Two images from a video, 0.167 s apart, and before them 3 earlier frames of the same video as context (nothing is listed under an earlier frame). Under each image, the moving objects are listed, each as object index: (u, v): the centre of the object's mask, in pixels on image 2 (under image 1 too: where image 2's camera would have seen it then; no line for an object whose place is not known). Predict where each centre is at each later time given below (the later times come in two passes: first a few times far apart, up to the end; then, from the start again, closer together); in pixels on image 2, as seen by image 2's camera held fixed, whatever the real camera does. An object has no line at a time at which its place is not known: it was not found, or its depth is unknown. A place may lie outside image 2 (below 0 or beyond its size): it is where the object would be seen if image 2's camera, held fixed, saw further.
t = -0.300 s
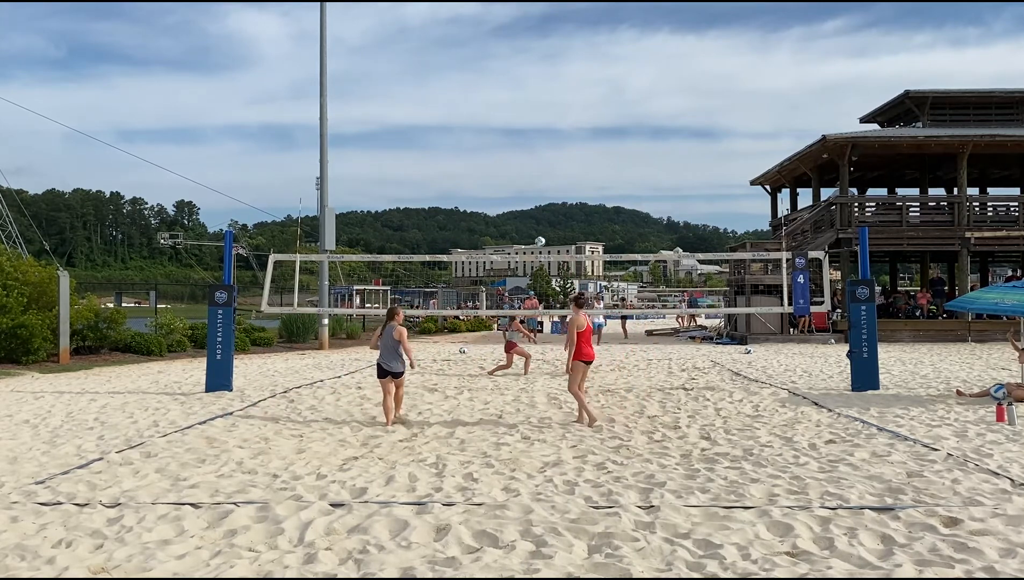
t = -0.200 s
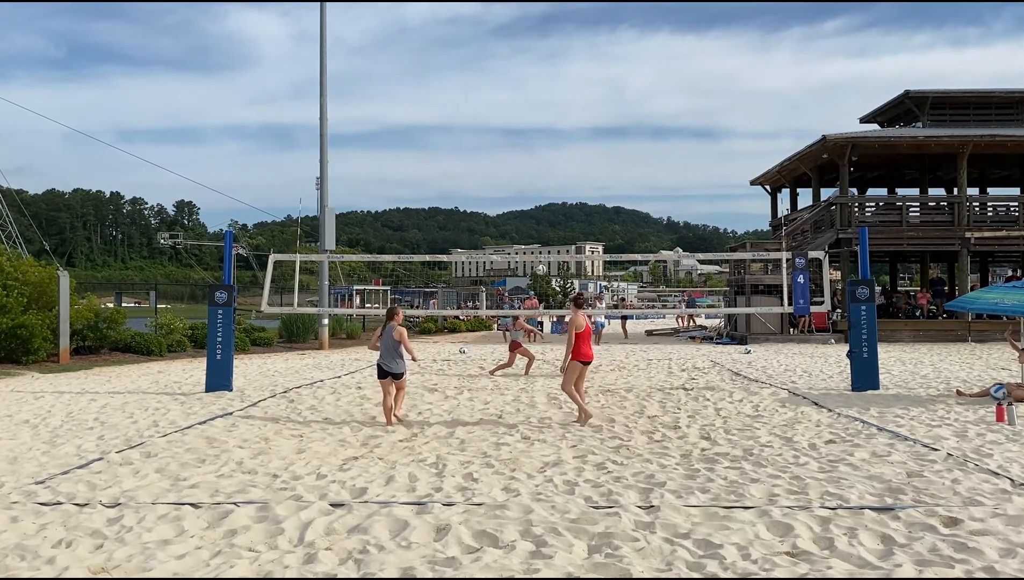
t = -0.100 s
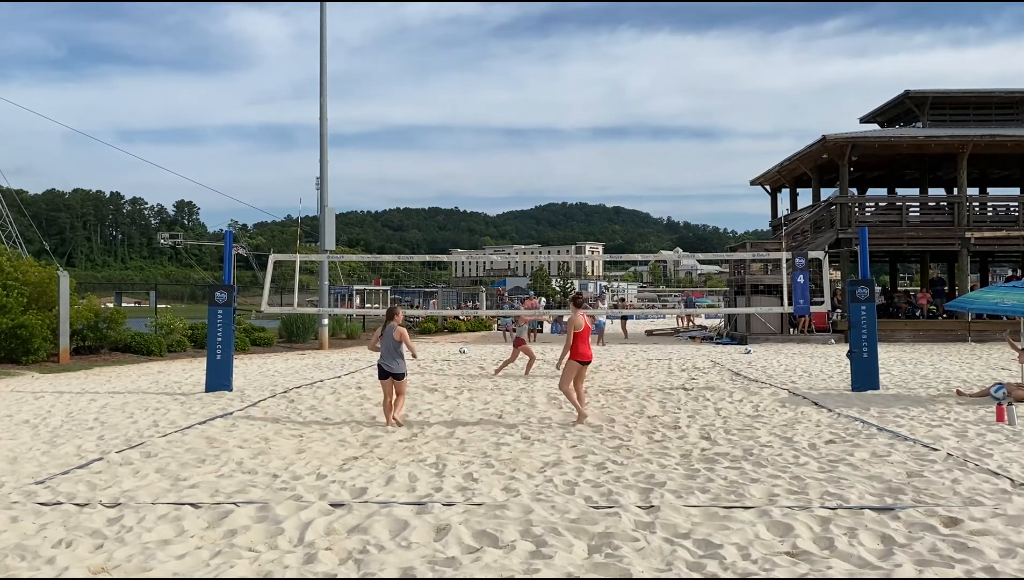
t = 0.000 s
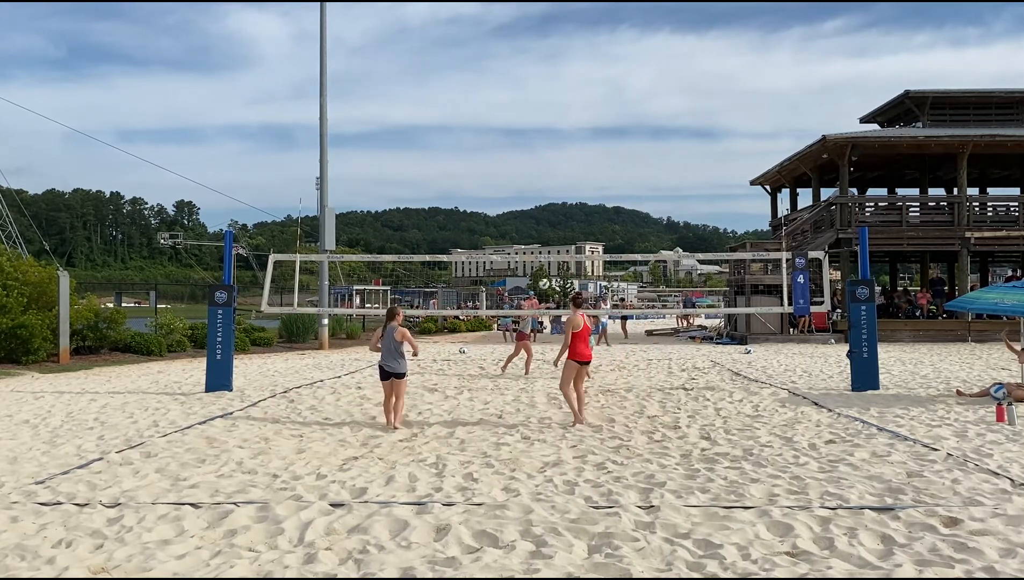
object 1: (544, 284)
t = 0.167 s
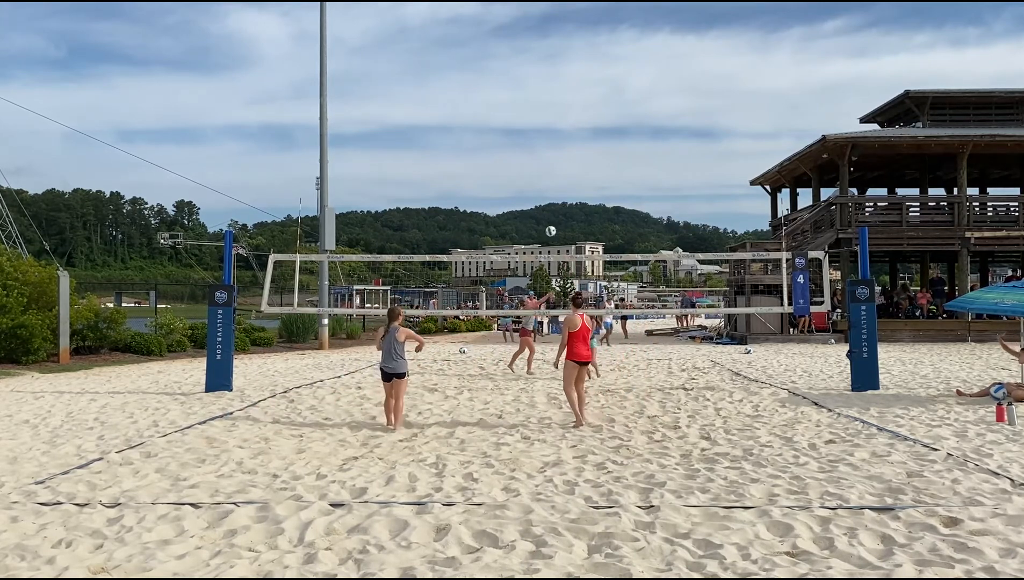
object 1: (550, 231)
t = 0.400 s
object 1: (561, 180)
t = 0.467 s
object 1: (564, 169)
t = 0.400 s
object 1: (561, 180)
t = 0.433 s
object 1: (562, 174)
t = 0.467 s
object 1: (564, 169)
